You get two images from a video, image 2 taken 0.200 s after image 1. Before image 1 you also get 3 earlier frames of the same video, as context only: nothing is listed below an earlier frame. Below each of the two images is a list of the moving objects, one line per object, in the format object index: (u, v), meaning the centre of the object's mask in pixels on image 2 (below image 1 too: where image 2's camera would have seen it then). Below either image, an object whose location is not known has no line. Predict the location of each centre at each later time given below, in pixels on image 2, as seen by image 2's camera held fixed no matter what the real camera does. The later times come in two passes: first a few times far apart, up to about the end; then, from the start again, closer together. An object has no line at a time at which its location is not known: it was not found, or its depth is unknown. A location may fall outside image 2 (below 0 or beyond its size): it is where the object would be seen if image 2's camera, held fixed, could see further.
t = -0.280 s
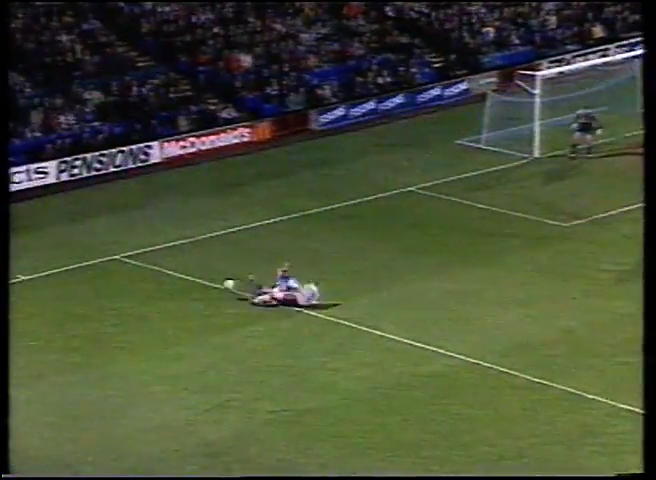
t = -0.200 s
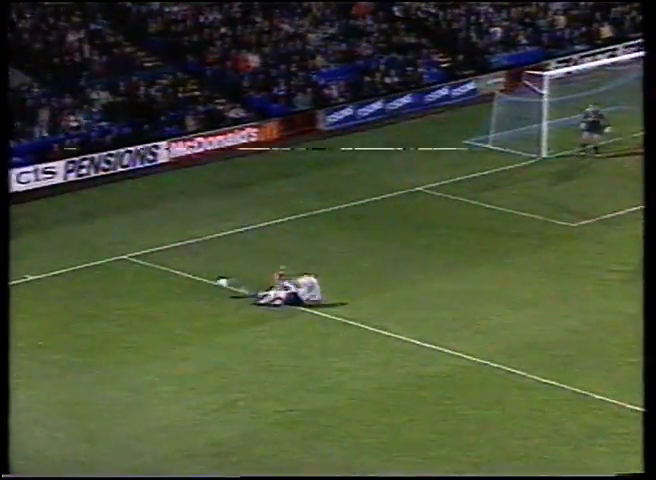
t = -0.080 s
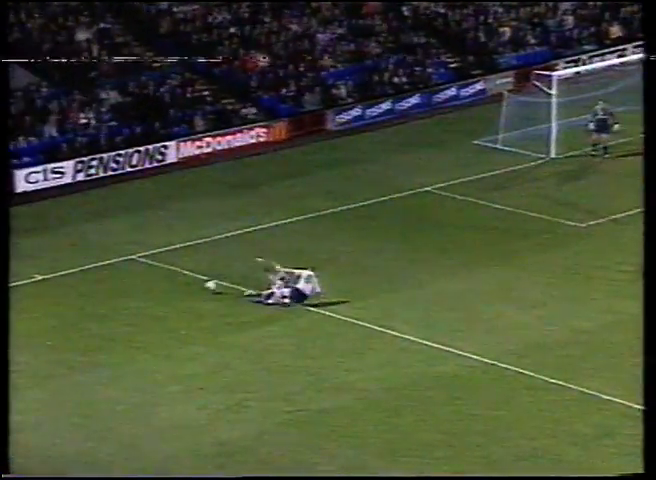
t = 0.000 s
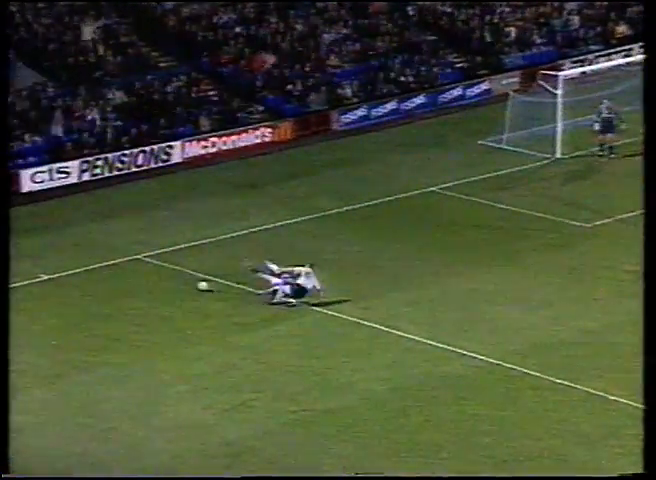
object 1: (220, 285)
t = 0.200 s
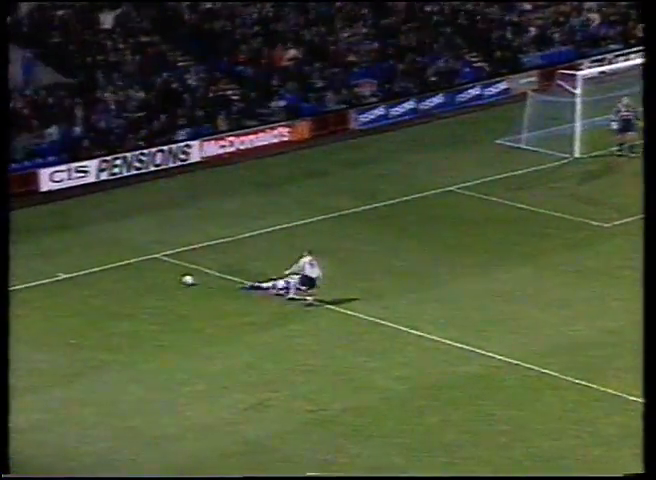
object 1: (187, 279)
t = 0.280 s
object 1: (173, 276)
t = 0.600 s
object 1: (124, 270)
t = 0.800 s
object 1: (95, 266)
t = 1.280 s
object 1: (34, 257)
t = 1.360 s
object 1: (22, 256)
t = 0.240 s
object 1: (180, 278)
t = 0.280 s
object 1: (173, 276)
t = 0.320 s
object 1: (168, 275)
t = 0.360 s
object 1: (162, 275)
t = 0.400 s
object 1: (156, 274)
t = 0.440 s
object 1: (149, 273)
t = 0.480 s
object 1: (143, 272)
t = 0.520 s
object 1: (137, 272)
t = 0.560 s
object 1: (131, 271)
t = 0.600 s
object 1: (124, 270)
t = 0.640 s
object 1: (118, 270)
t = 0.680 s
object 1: (112, 268)
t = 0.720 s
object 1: (106, 267)
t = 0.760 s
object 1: (101, 266)
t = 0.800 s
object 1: (95, 266)
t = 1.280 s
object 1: (34, 257)
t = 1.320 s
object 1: (28, 256)
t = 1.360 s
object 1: (22, 256)
